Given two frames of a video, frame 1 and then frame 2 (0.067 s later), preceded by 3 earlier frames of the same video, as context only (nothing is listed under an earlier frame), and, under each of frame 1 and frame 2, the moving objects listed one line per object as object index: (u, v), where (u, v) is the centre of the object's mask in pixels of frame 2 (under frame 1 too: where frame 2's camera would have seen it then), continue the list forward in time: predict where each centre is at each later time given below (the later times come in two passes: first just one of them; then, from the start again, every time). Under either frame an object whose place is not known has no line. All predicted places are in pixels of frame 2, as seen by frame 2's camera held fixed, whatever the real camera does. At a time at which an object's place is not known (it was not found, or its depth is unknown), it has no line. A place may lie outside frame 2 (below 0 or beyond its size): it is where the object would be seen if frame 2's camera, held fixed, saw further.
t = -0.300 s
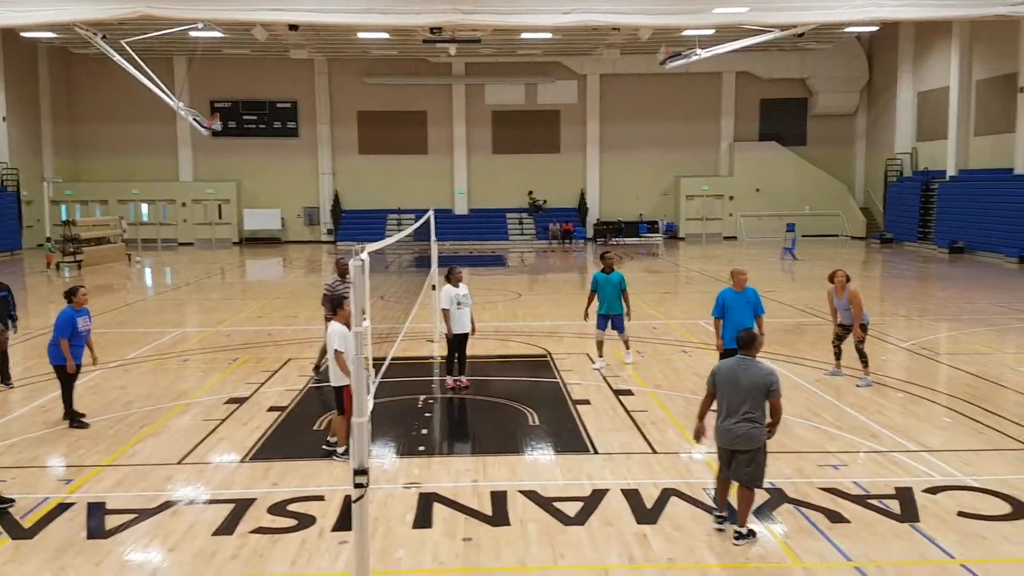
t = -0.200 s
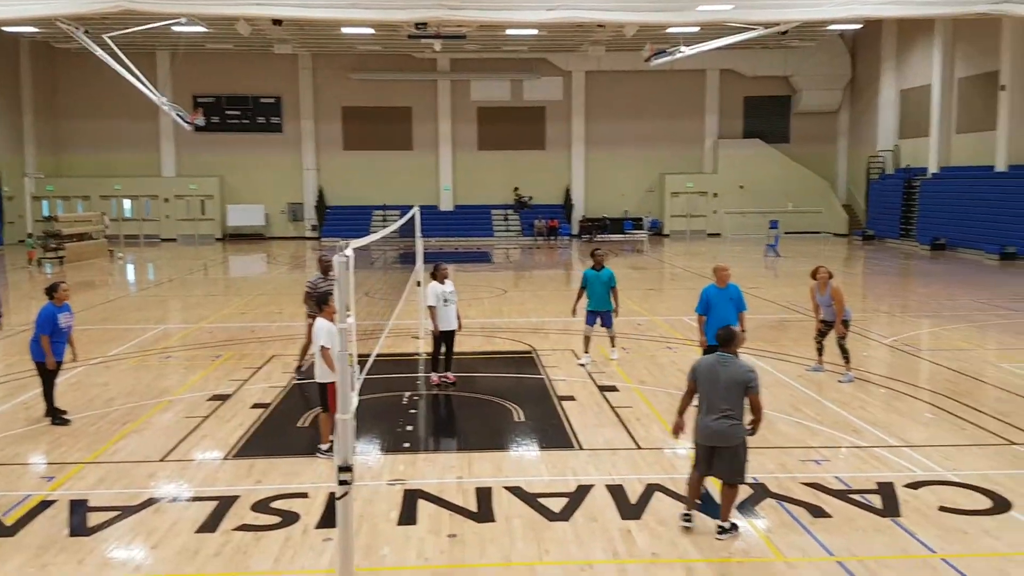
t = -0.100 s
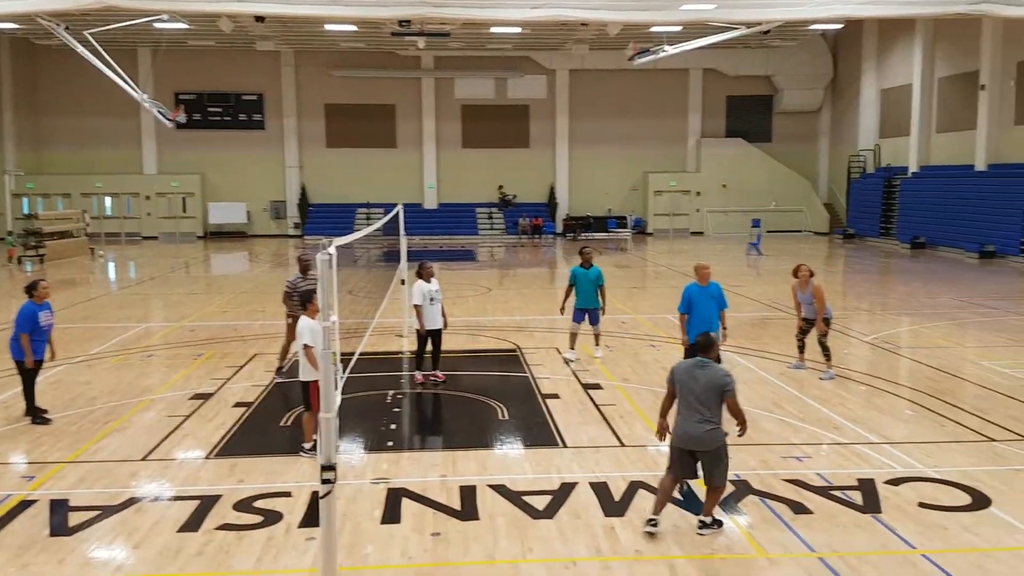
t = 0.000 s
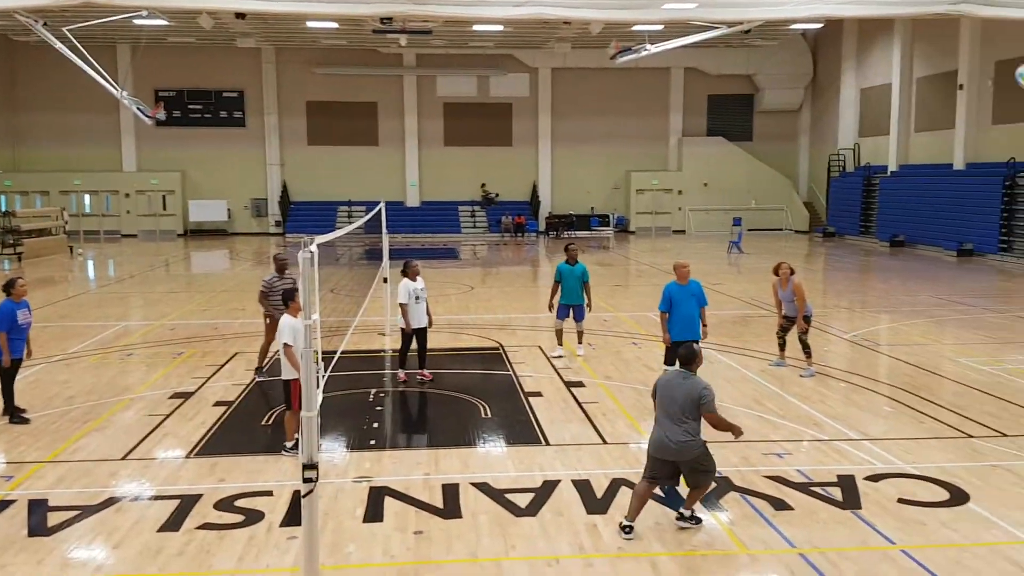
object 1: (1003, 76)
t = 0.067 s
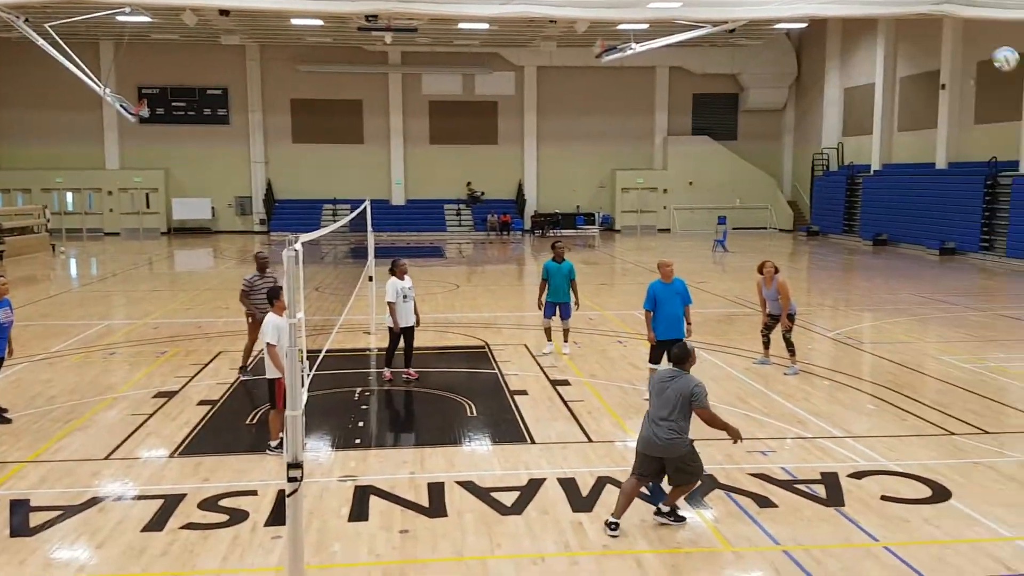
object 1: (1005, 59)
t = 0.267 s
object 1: (989, 32)
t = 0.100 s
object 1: (1003, 52)
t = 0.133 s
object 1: (1000, 46)
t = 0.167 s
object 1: (998, 41)
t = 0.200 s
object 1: (996, 37)
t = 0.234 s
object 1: (993, 34)
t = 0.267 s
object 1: (989, 32)
